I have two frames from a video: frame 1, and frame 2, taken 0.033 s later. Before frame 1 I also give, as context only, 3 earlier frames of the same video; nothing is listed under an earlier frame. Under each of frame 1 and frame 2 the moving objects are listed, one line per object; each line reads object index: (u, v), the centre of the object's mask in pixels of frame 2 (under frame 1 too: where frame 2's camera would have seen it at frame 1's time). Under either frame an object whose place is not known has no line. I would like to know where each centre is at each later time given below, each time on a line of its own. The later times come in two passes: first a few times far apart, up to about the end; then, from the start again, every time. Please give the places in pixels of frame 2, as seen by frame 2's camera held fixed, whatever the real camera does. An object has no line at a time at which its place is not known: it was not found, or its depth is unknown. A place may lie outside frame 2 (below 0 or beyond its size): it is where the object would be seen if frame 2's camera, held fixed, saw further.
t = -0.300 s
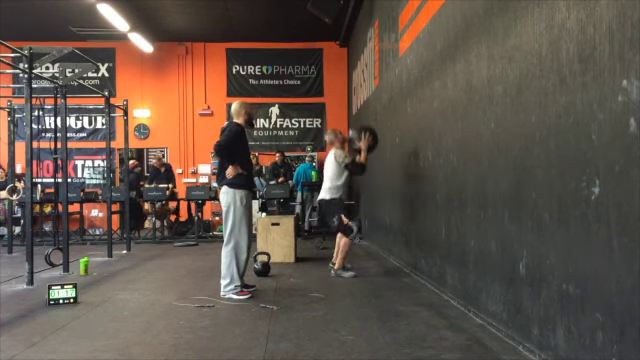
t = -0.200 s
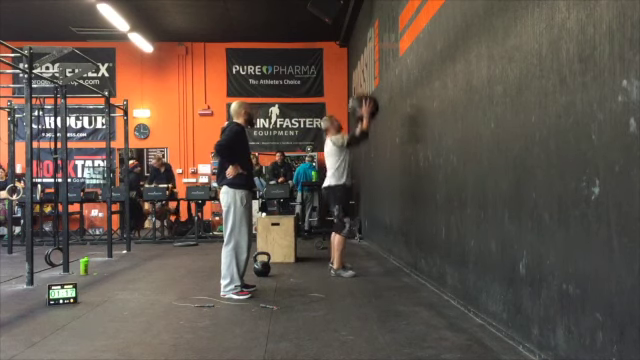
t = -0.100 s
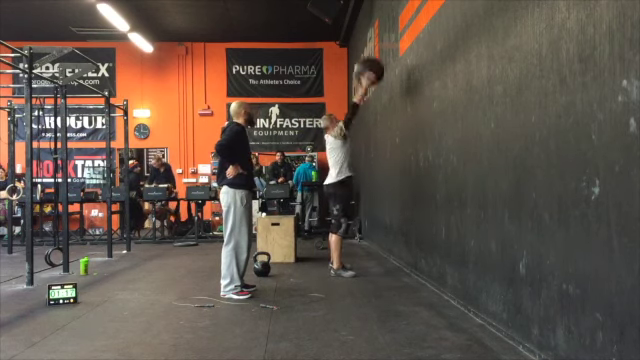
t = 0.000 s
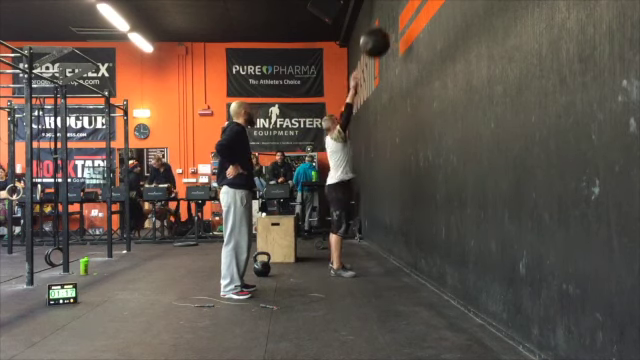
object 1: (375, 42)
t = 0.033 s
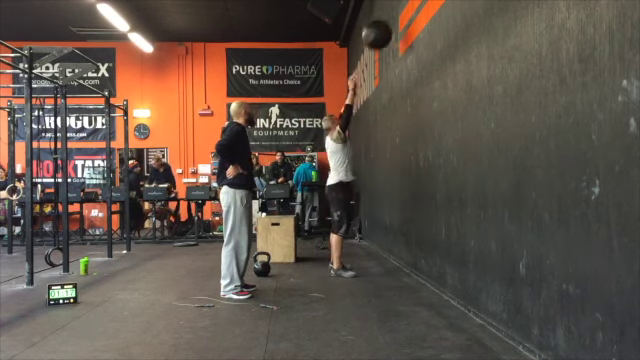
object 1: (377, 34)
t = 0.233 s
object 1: (388, 10)
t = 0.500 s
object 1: (384, 17)
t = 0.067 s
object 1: (378, 27)
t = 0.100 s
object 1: (381, 21)
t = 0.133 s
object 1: (383, 16)
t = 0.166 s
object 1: (385, 13)
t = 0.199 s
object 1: (387, 11)
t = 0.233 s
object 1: (388, 10)
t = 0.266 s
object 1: (389, 9)
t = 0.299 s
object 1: (389, 9)
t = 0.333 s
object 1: (388, 9)
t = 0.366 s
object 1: (388, 9)
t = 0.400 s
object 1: (387, 10)
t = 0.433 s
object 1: (386, 12)
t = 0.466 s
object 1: (385, 14)
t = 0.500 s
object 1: (384, 17)
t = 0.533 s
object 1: (383, 23)
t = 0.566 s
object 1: (382, 30)
